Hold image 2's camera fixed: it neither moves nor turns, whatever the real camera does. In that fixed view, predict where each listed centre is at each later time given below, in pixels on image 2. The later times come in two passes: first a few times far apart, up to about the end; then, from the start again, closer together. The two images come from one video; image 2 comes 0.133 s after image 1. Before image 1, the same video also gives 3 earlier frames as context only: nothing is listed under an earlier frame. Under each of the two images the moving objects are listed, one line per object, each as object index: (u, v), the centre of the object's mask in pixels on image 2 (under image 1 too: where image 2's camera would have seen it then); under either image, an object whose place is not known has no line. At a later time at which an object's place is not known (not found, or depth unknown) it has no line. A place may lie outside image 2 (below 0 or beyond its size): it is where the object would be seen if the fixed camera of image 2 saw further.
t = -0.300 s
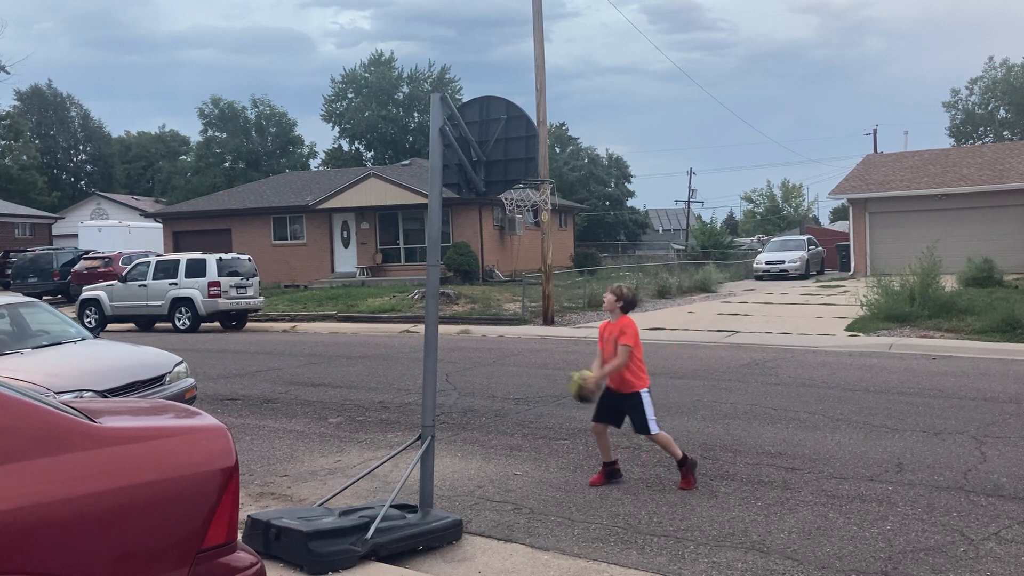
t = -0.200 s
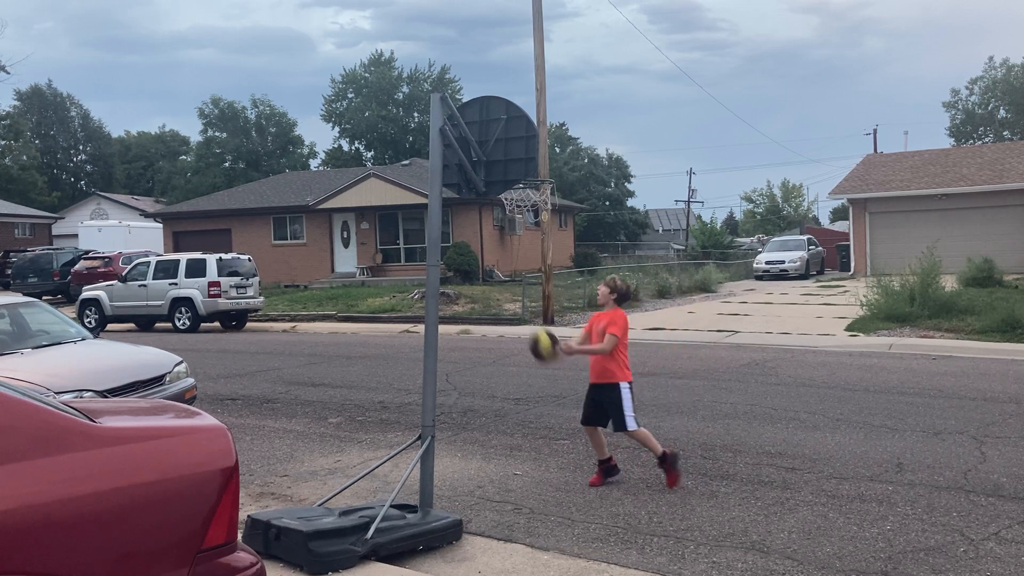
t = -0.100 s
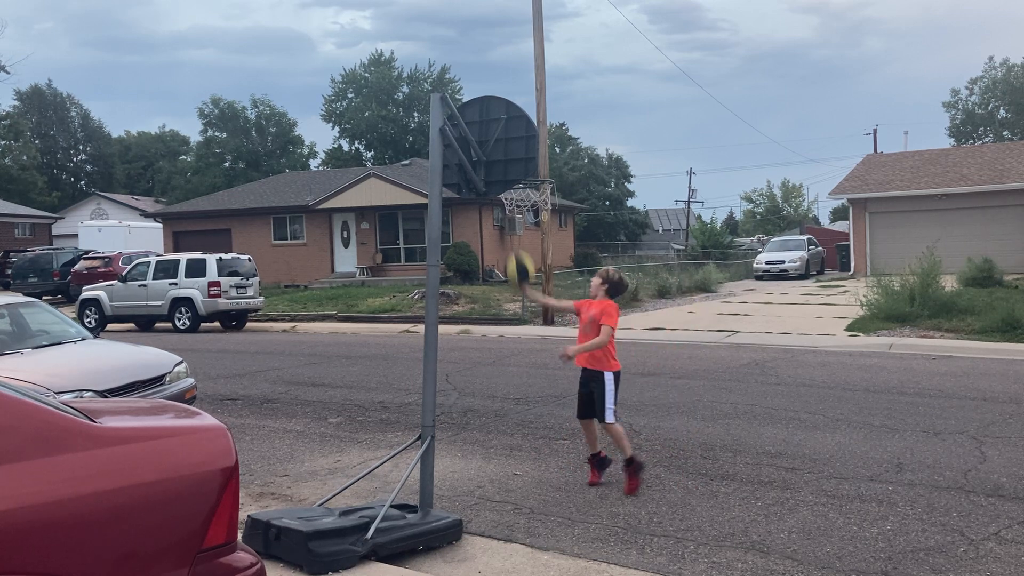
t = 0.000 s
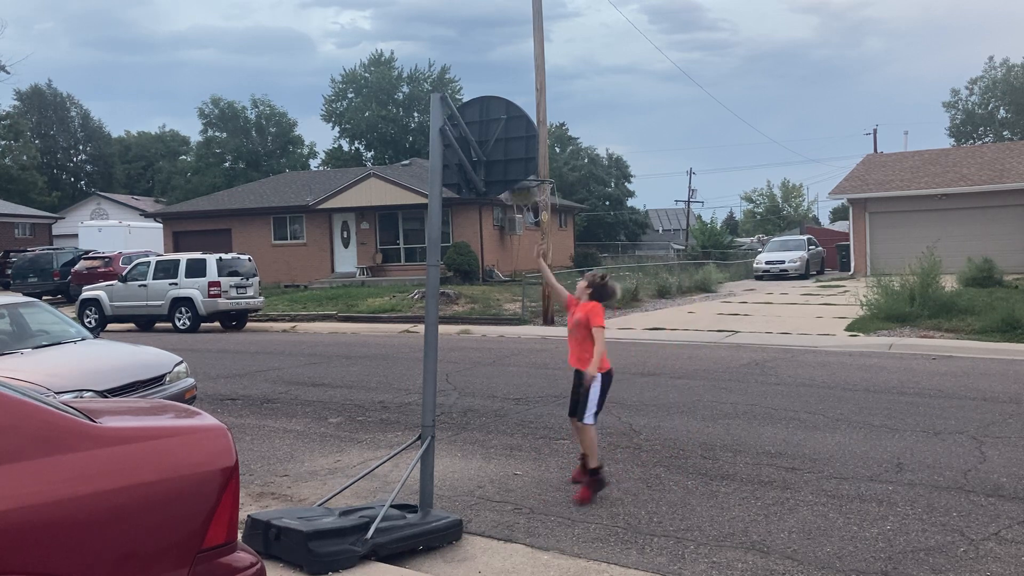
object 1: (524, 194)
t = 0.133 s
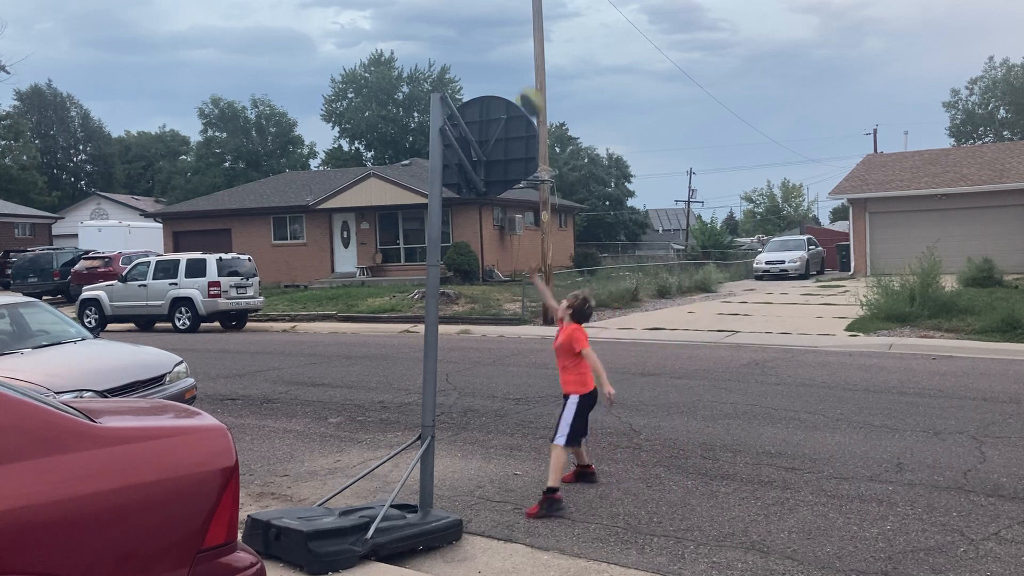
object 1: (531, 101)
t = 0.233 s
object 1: (537, 55)
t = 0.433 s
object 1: (552, 8)
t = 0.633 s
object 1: (567, 10)
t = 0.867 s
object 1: (587, 80)
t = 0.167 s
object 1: (532, 86)
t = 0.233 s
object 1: (537, 55)
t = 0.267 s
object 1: (540, 42)
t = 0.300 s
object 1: (542, 31)
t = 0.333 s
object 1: (545, 21)
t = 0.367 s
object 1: (547, 14)
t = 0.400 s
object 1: (549, 10)
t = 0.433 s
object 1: (552, 8)
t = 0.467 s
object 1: (555, 7)
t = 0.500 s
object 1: (556, 6)
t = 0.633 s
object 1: (567, 10)
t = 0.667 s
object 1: (569, 14)
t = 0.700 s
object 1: (572, 20)
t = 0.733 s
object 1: (575, 29)
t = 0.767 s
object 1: (578, 40)
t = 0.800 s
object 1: (581, 52)
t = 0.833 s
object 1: (584, 65)
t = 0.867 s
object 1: (587, 80)
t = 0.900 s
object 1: (589, 97)
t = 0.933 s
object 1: (593, 114)
